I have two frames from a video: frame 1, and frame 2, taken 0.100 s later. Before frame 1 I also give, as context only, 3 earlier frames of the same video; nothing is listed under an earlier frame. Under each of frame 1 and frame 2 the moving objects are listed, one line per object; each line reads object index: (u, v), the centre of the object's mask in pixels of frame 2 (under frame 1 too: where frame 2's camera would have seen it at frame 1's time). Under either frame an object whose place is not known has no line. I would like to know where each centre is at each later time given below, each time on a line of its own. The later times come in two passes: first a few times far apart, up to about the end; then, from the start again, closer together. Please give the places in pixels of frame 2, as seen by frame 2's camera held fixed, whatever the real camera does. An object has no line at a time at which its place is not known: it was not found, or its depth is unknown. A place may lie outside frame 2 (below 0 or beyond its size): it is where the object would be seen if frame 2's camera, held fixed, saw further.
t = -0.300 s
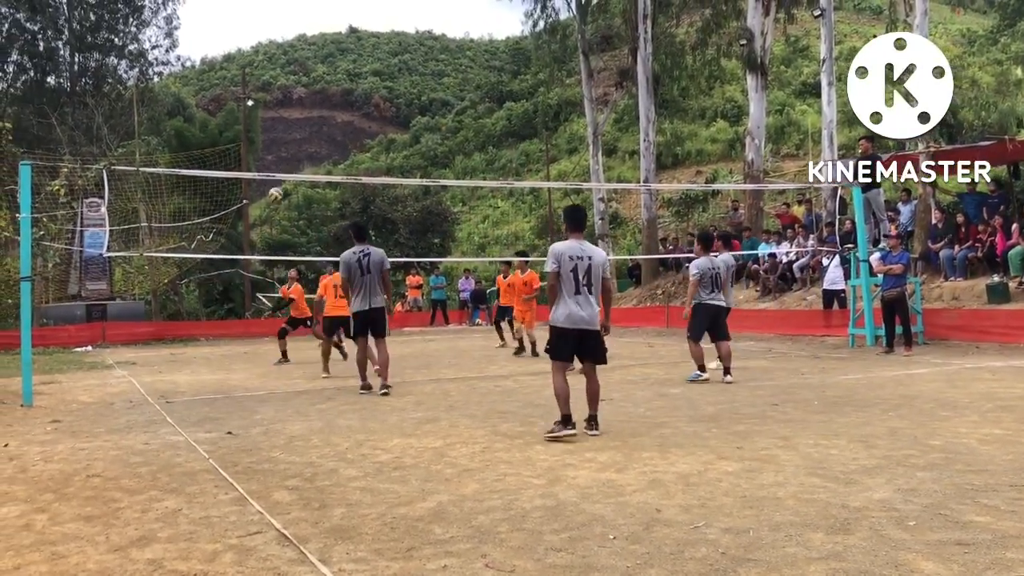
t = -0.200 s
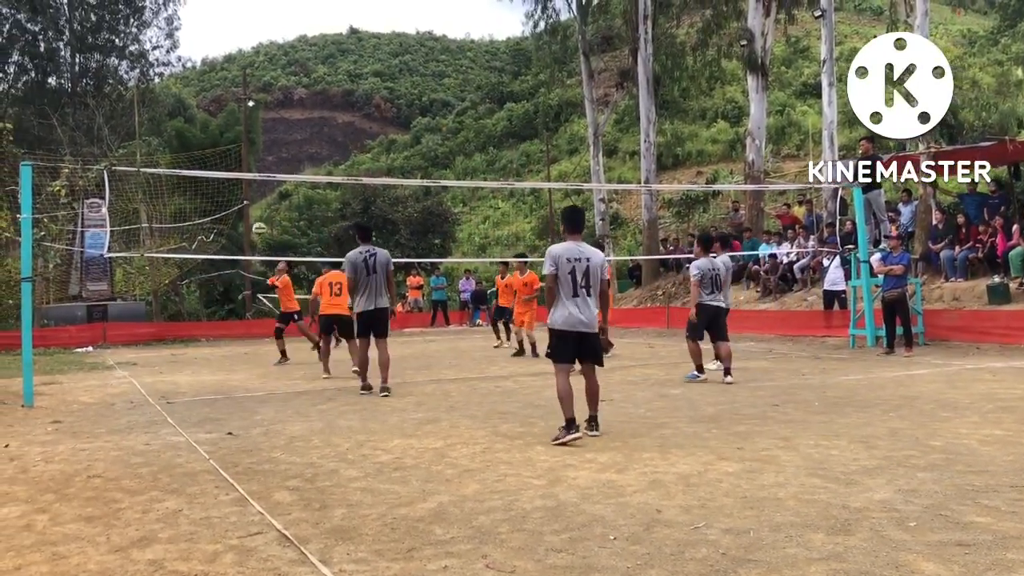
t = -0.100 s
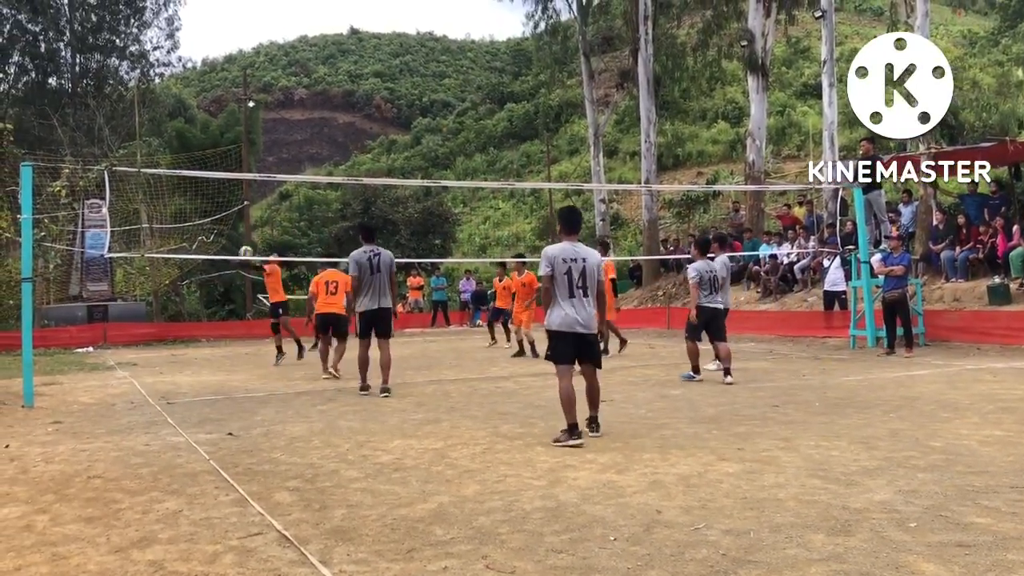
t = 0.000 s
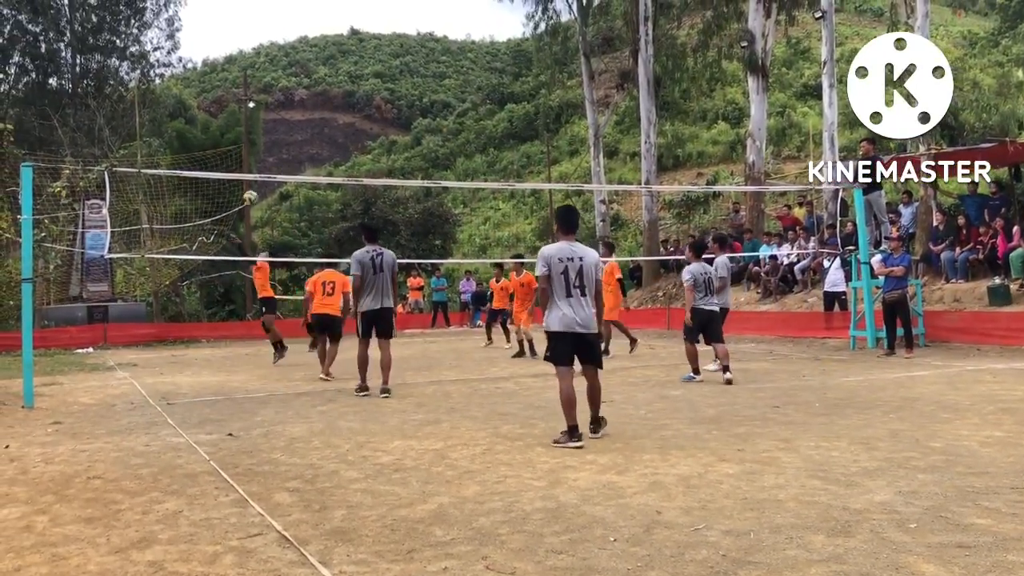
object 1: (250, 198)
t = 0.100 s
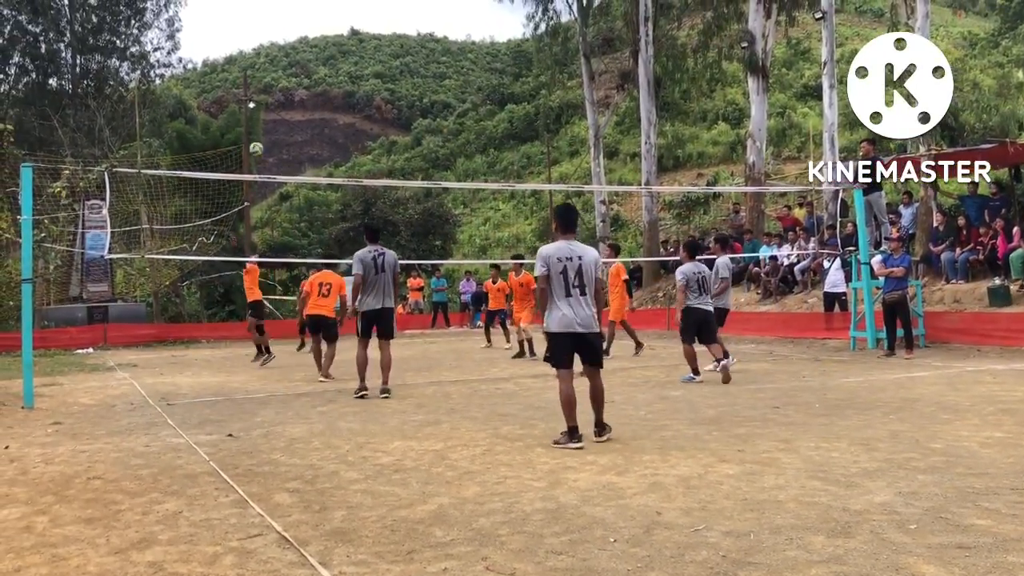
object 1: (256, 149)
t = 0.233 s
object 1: (263, 94)
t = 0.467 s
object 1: (276, 30)
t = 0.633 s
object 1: (286, 4)
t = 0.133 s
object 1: (257, 134)
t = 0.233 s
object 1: (263, 94)
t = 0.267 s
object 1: (264, 82)
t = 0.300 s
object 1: (266, 71)
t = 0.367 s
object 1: (273, 55)
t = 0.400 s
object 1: (274, 45)
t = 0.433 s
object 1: (274, 37)
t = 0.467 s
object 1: (276, 30)
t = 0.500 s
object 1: (278, 24)
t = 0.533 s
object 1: (280, 18)
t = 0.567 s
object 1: (282, 13)
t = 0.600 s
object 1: (283, 8)
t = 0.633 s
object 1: (286, 4)
